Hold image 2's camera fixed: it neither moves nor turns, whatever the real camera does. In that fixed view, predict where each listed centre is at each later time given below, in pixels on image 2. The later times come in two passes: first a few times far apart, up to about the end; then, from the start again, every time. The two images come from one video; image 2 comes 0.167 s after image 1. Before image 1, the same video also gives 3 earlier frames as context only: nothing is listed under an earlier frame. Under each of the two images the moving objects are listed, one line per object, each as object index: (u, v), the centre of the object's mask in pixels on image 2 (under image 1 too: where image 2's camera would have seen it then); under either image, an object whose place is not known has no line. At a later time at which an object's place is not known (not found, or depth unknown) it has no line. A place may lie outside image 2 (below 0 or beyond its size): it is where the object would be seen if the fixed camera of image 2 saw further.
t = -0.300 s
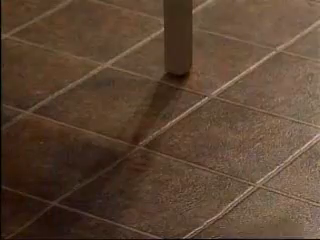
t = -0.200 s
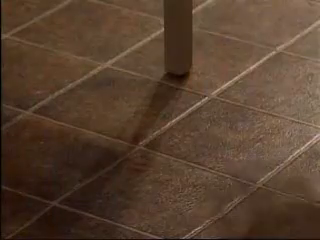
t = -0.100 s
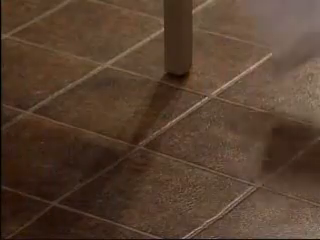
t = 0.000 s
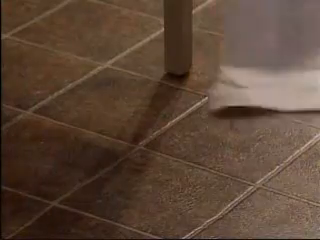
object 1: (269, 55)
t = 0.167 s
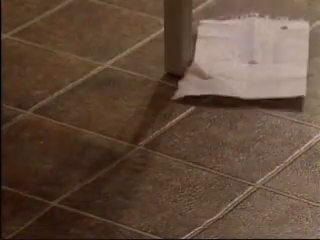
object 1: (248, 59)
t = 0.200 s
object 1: (248, 58)
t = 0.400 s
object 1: (248, 52)
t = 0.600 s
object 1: (248, 54)
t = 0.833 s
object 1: (248, 54)
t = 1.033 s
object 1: (248, 54)
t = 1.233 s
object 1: (248, 54)
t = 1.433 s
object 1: (247, 54)
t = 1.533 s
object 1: (248, 54)
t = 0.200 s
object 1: (248, 58)
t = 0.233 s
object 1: (248, 55)
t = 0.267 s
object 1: (248, 54)
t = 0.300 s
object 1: (247, 53)
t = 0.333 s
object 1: (248, 53)
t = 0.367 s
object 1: (248, 52)
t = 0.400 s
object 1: (248, 52)
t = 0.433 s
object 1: (247, 53)
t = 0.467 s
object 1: (247, 53)
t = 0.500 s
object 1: (247, 53)
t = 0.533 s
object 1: (247, 53)
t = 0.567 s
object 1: (248, 54)
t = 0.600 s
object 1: (248, 54)
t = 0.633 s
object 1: (248, 54)
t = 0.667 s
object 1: (248, 54)
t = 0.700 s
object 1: (248, 54)
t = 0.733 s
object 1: (248, 54)
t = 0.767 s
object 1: (248, 55)
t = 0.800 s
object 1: (249, 54)
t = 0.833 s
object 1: (248, 54)
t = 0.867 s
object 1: (248, 54)
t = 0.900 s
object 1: (248, 54)
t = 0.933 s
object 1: (248, 54)
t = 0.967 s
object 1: (248, 54)
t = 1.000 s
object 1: (248, 55)
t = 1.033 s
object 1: (248, 54)
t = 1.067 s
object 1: (248, 54)
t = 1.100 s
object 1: (248, 54)
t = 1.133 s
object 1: (248, 54)
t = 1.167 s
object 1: (248, 54)
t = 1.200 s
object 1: (248, 54)
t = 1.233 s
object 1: (248, 54)
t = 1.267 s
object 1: (248, 54)
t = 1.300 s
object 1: (248, 54)
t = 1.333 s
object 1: (248, 54)
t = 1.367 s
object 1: (248, 54)
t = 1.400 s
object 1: (247, 54)
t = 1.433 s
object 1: (247, 54)
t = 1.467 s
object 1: (248, 54)
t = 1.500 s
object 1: (248, 54)
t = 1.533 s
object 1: (248, 54)
